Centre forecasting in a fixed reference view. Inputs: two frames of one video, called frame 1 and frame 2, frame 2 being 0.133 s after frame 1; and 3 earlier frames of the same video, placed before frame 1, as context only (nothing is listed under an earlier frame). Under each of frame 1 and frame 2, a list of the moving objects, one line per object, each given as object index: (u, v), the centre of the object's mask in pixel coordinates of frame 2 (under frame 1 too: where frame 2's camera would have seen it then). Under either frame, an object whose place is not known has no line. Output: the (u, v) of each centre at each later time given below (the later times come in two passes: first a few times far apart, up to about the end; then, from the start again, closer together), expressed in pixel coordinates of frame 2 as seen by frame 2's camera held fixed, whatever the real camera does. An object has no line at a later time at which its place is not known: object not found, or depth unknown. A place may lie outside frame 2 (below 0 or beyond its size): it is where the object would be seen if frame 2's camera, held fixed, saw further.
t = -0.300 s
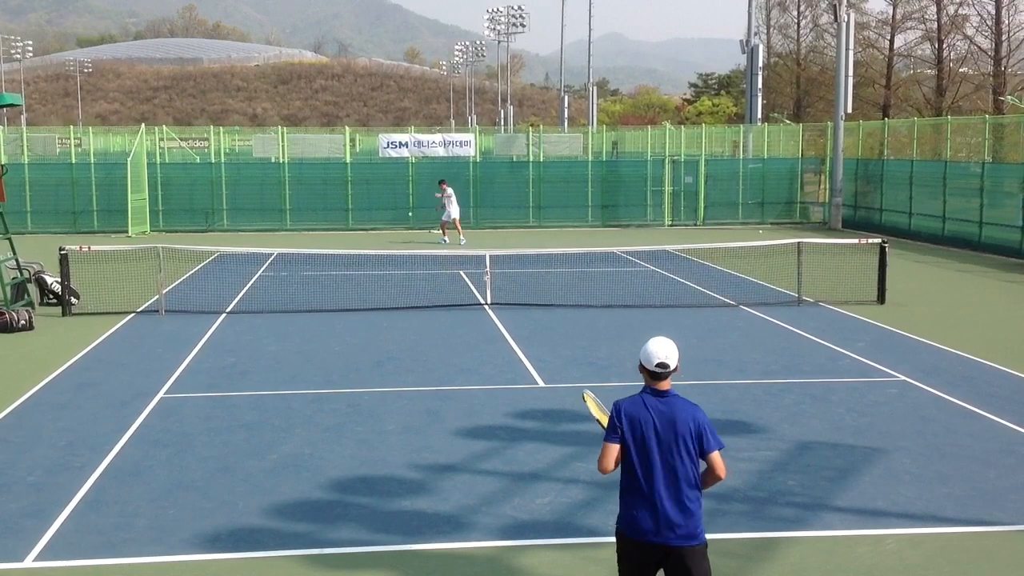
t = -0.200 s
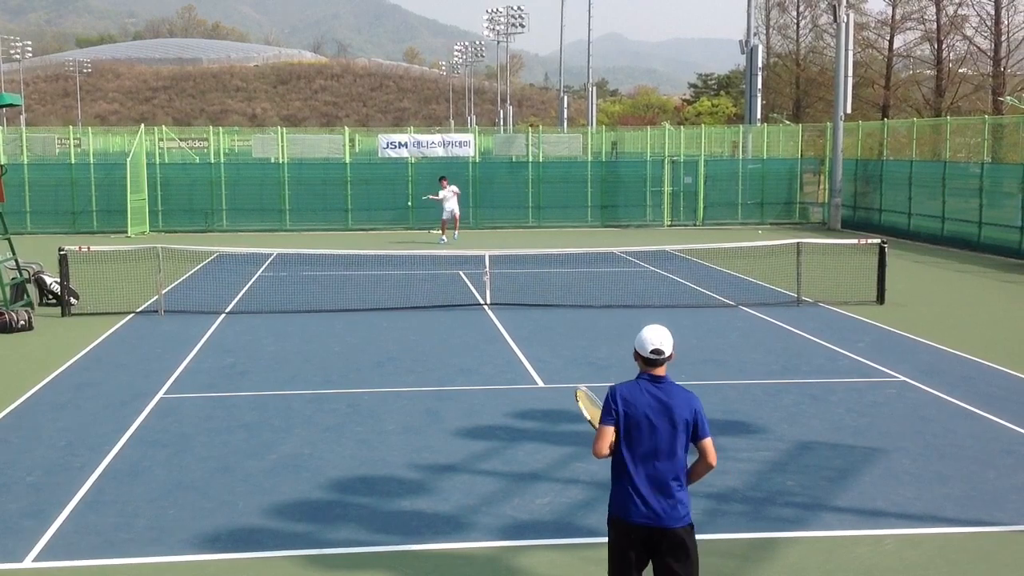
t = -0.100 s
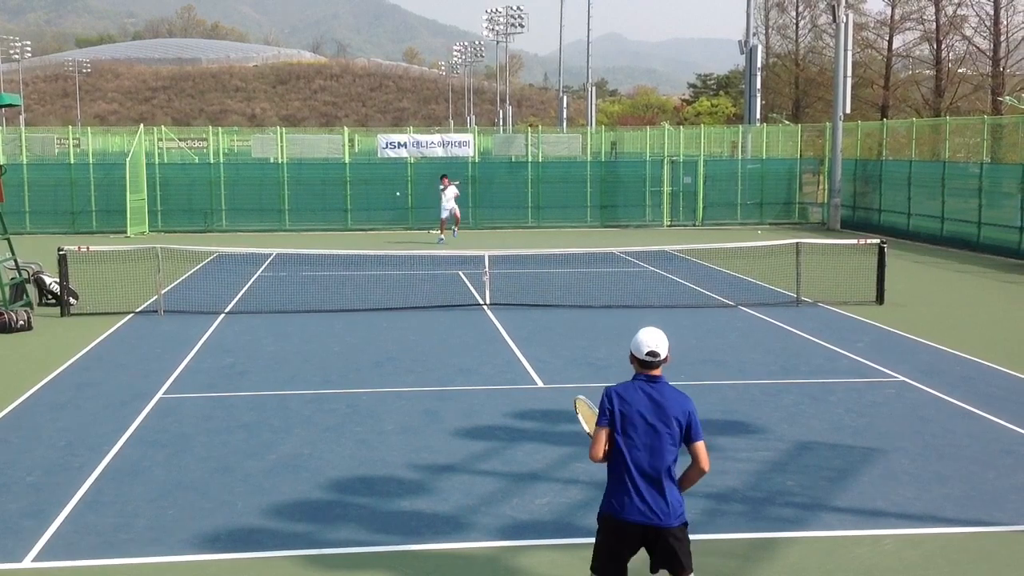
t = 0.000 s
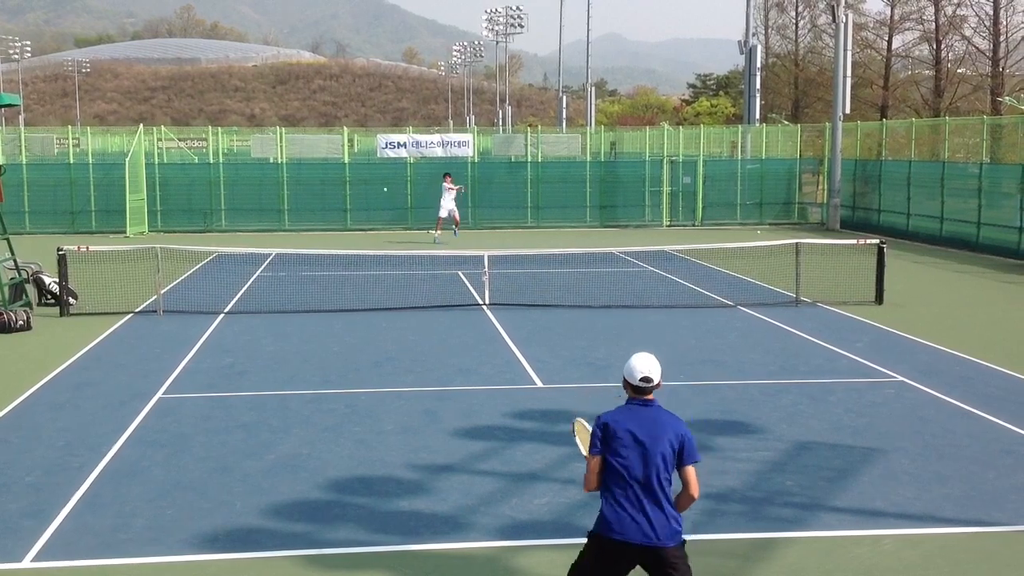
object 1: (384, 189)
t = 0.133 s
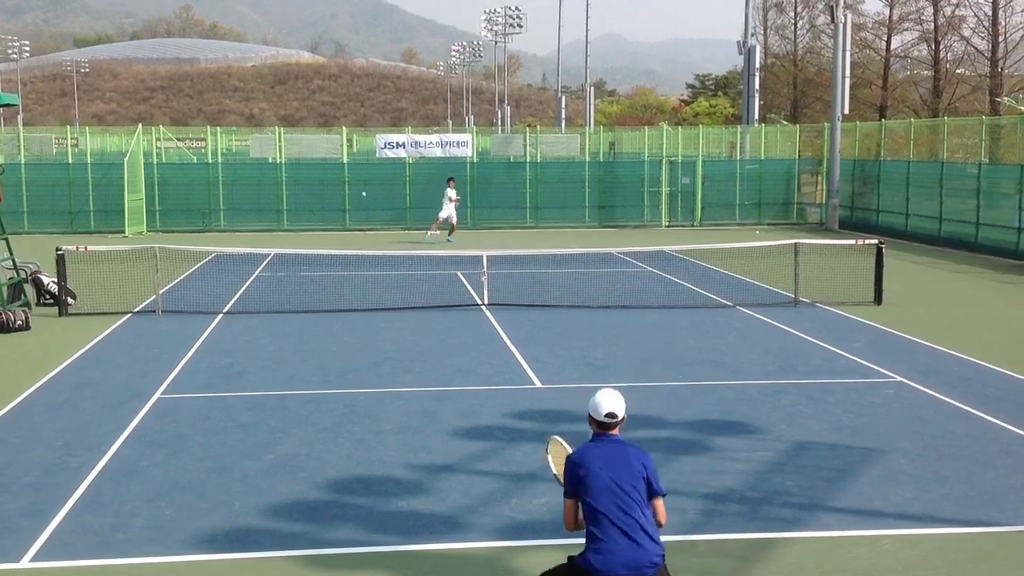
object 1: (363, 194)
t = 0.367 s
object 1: (317, 242)
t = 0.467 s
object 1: (291, 286)
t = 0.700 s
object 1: (215, 389)
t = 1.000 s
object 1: (97, 385)
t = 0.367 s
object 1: (317, 242)
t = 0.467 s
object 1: (291, 286)
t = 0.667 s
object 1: (225, 396)
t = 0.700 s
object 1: (215, 389)
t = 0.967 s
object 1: (114, 378)
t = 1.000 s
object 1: (97, 385)
